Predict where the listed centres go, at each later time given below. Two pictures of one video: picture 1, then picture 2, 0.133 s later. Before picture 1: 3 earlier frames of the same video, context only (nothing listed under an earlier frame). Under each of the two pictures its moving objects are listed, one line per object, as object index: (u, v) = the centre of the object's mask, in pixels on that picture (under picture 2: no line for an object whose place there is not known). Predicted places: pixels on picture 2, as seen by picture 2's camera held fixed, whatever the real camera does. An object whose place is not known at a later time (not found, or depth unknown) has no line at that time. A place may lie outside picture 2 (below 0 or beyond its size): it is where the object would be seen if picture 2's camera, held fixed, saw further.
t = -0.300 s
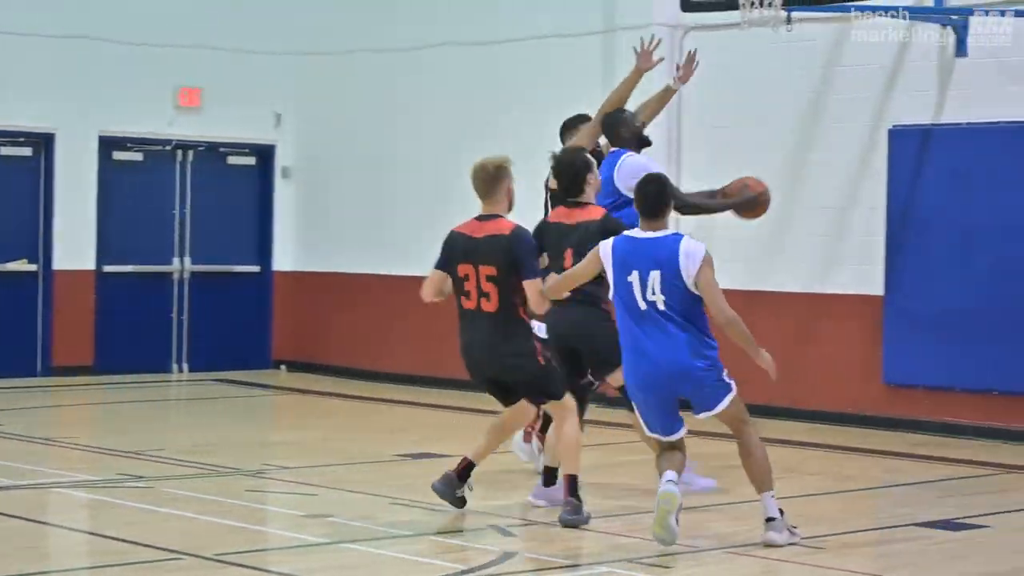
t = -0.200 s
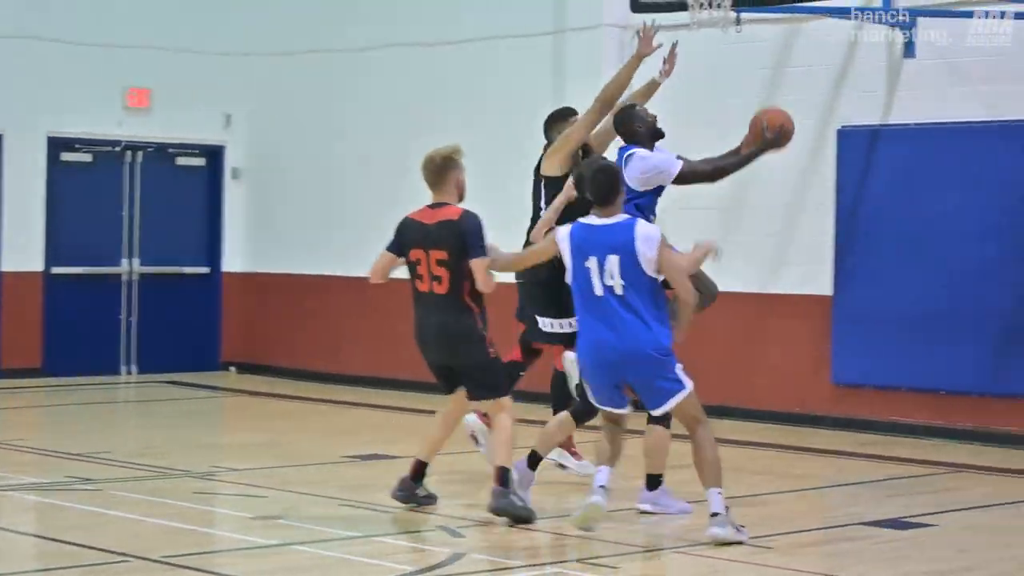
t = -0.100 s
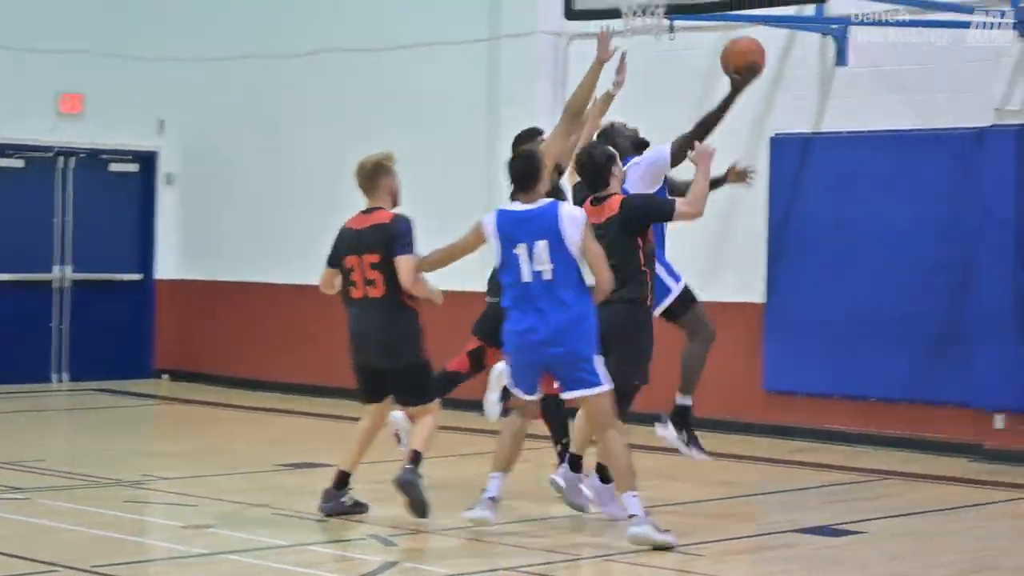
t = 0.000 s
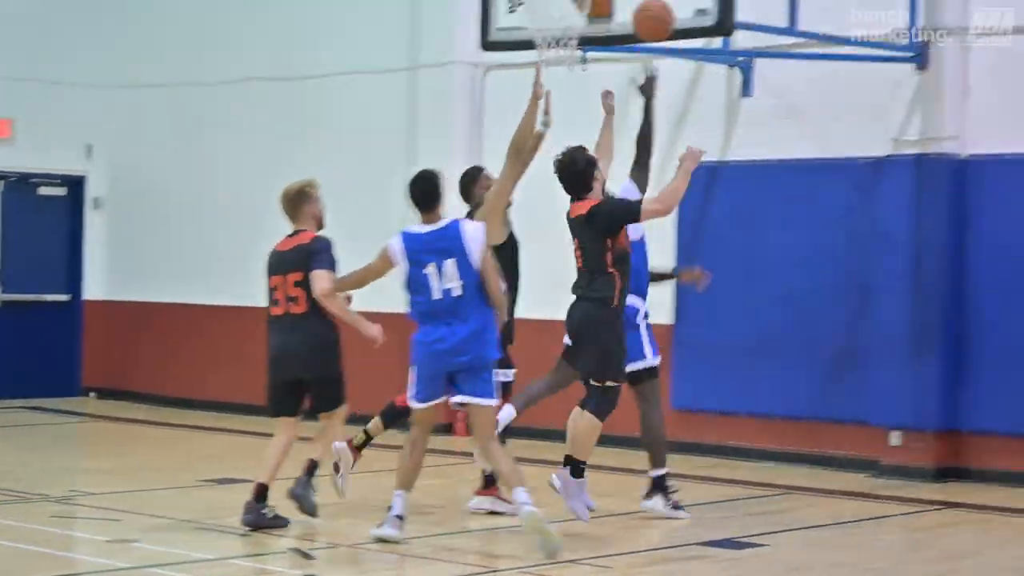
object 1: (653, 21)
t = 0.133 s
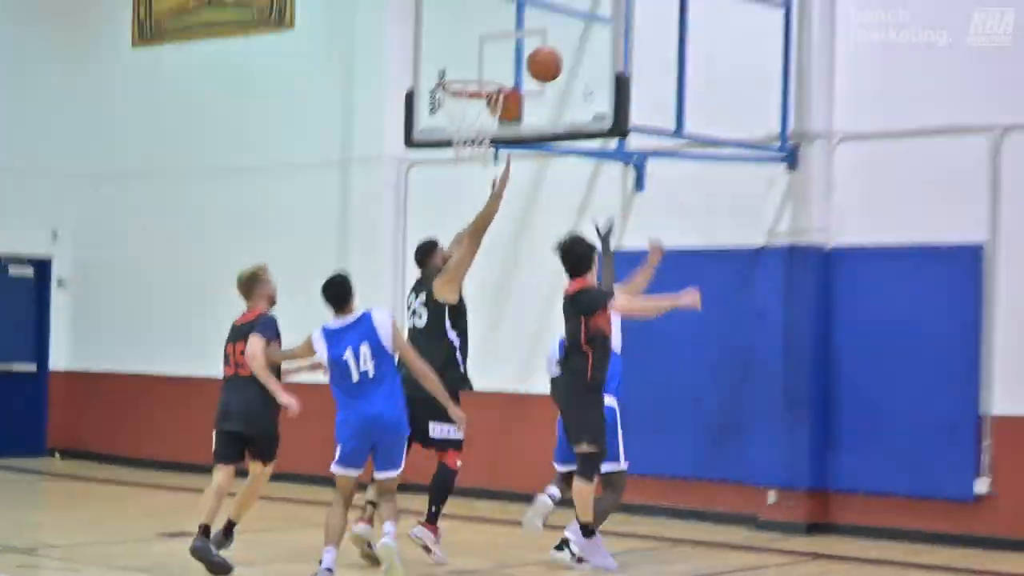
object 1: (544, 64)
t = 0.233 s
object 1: (535, 40)
